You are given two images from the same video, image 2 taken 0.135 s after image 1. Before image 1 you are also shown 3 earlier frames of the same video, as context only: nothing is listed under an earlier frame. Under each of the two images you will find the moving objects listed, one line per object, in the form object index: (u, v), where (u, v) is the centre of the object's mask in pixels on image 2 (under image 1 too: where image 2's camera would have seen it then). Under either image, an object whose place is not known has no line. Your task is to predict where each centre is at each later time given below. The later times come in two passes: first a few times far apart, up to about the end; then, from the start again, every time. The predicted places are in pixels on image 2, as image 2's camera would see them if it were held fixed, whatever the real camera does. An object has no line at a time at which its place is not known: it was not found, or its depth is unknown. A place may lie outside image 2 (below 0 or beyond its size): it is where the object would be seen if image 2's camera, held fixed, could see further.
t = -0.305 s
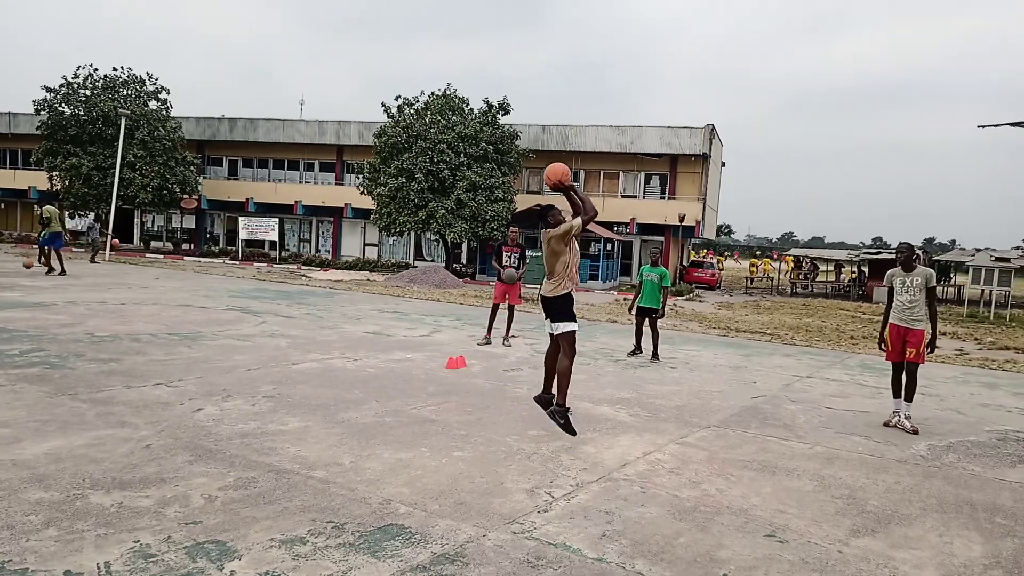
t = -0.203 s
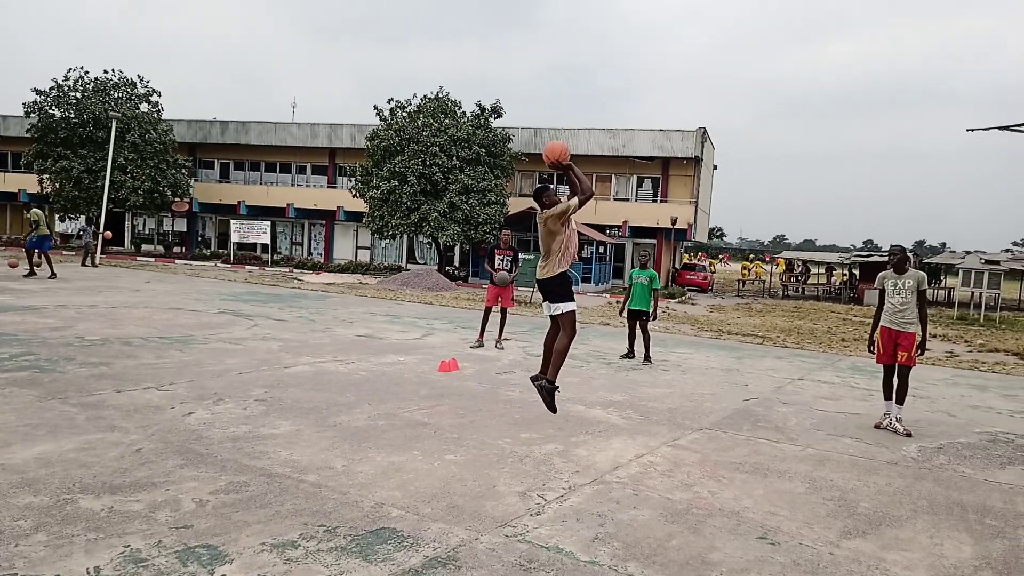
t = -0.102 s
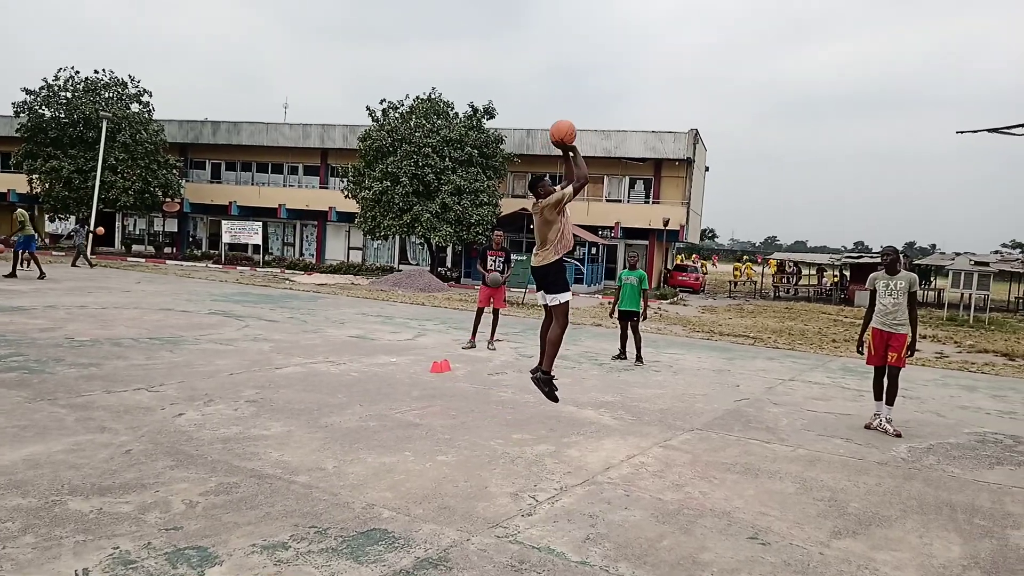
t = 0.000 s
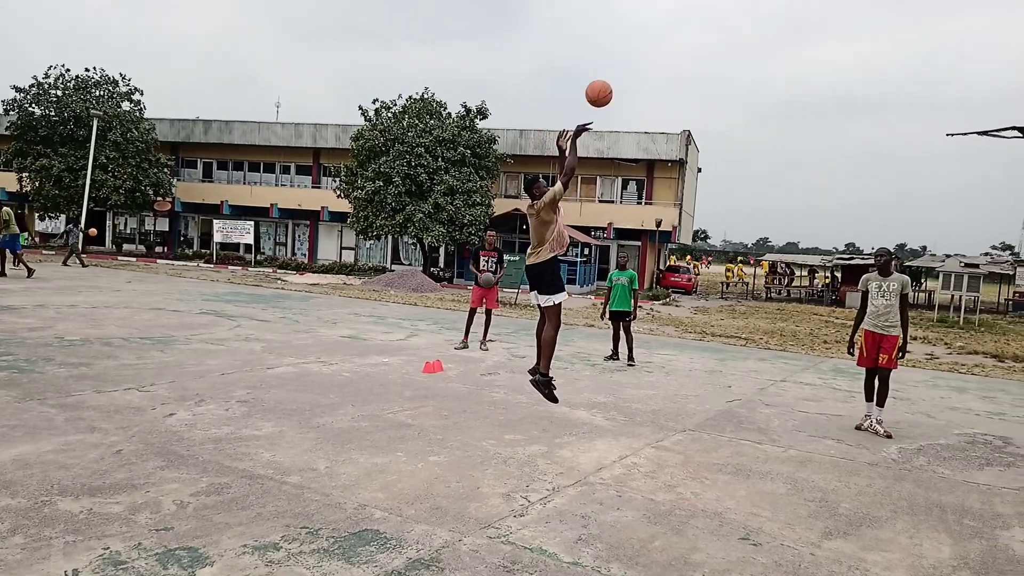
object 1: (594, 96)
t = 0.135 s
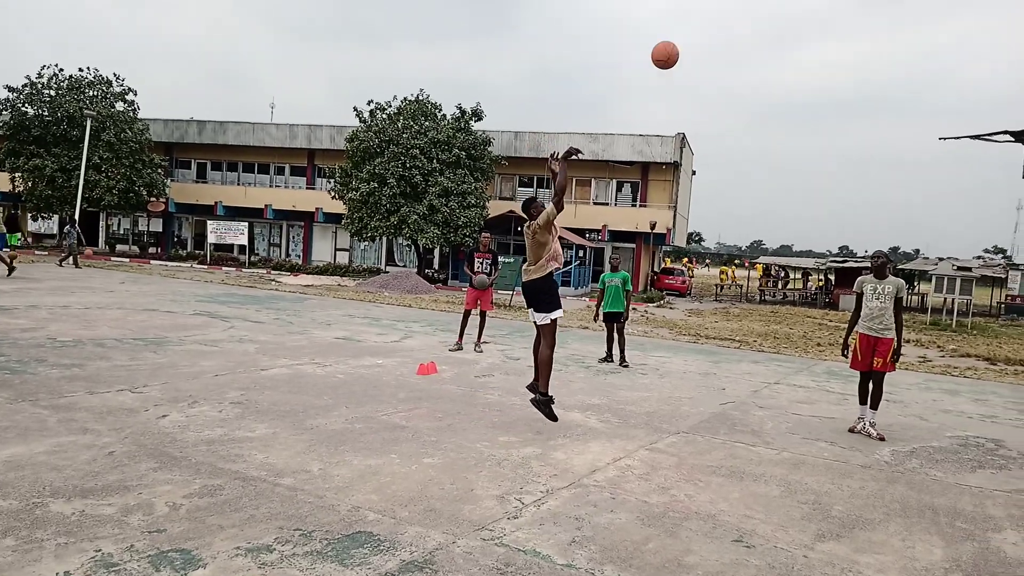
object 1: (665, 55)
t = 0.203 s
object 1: (701, 42)
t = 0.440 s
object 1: (824, 38)
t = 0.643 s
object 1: (925, 86)
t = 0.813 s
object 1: (983, 160)
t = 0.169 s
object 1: (683, 48)
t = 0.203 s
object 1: (701, 42)
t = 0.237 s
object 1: (718, 38)
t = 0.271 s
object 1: (736, 34)
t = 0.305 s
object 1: (754, 32)
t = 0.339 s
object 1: (771, 32)
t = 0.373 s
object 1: (789, 32)
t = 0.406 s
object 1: (806, 35)
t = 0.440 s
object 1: (824, 38)
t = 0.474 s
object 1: (841, 42)
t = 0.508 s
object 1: (858, 48)
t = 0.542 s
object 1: (875, 56)
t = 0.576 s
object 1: (892, 65)
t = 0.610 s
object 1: (909, 74)
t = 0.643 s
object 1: (925, 86)
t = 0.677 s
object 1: (942, 99)
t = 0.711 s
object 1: (958, 113)
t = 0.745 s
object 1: (974, 128)
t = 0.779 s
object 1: (990, 145)
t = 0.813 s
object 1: (983, 160)
